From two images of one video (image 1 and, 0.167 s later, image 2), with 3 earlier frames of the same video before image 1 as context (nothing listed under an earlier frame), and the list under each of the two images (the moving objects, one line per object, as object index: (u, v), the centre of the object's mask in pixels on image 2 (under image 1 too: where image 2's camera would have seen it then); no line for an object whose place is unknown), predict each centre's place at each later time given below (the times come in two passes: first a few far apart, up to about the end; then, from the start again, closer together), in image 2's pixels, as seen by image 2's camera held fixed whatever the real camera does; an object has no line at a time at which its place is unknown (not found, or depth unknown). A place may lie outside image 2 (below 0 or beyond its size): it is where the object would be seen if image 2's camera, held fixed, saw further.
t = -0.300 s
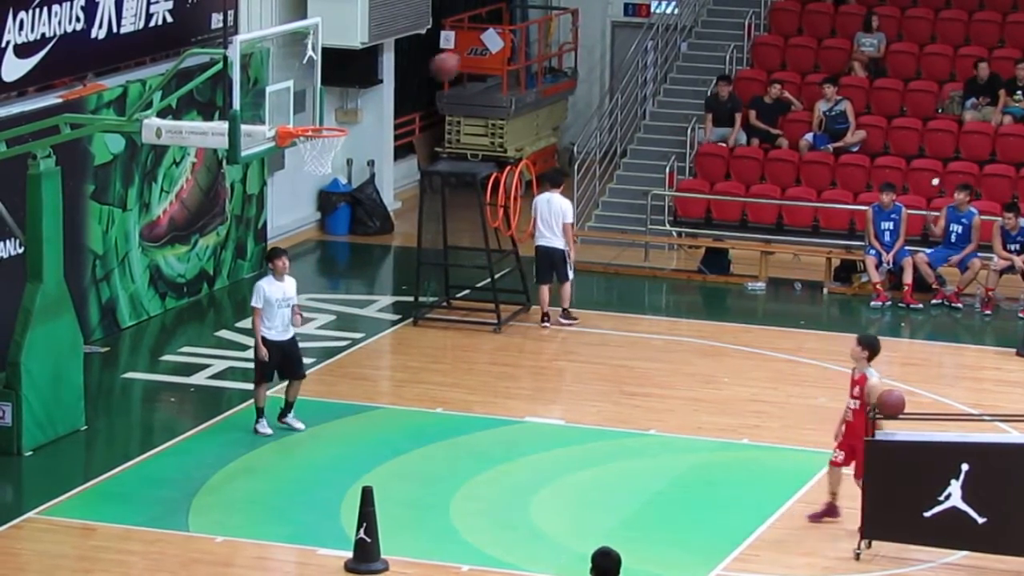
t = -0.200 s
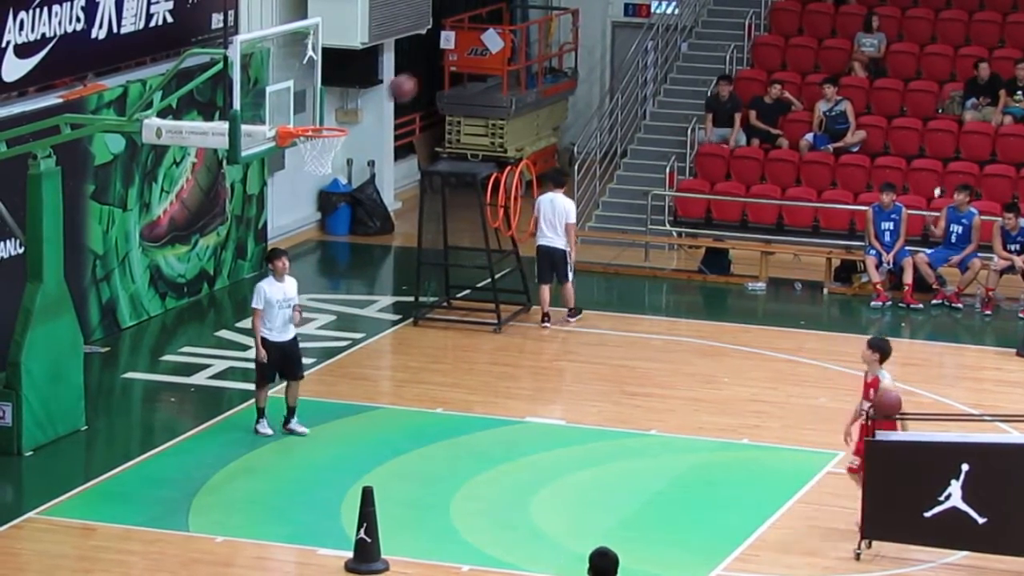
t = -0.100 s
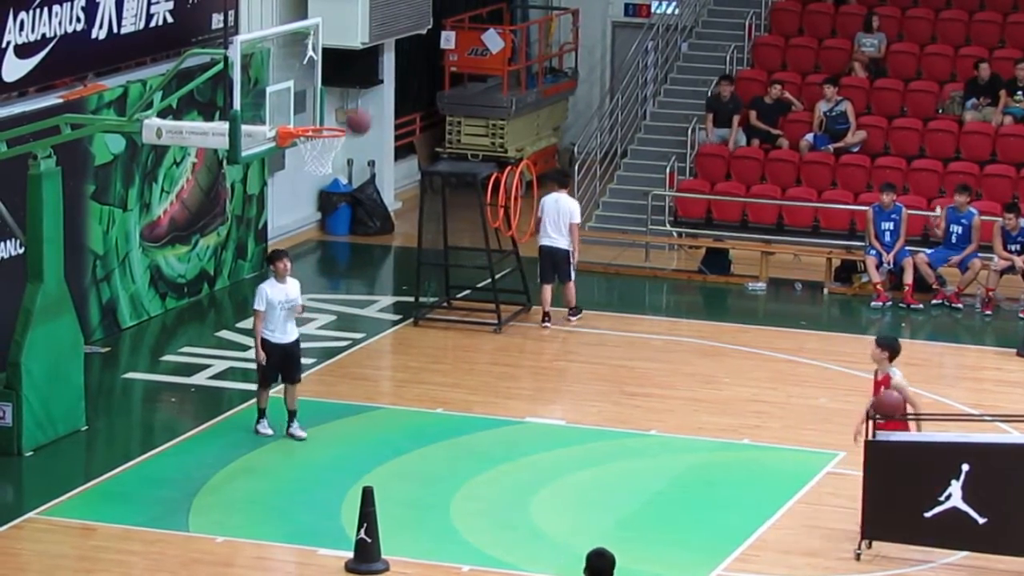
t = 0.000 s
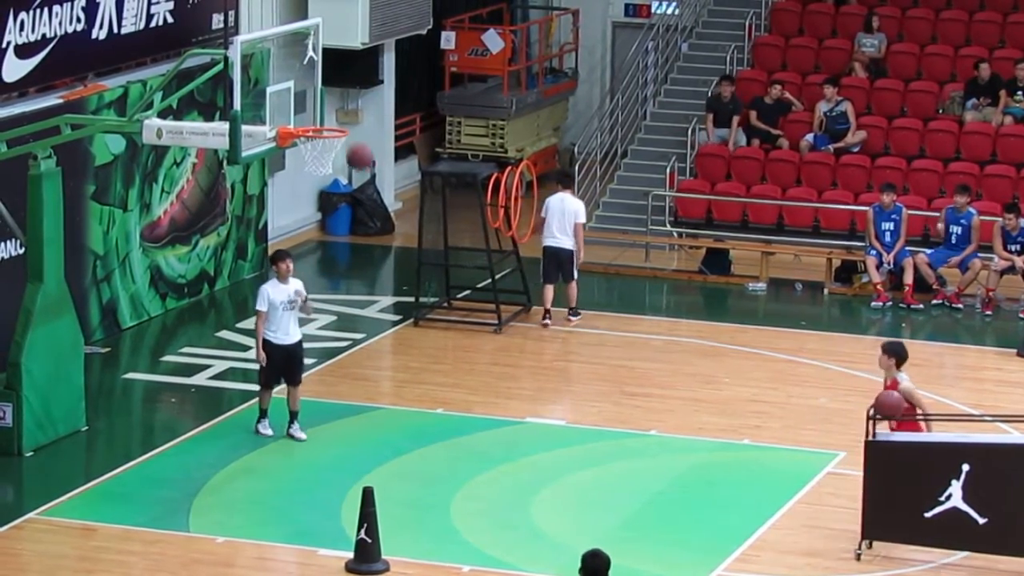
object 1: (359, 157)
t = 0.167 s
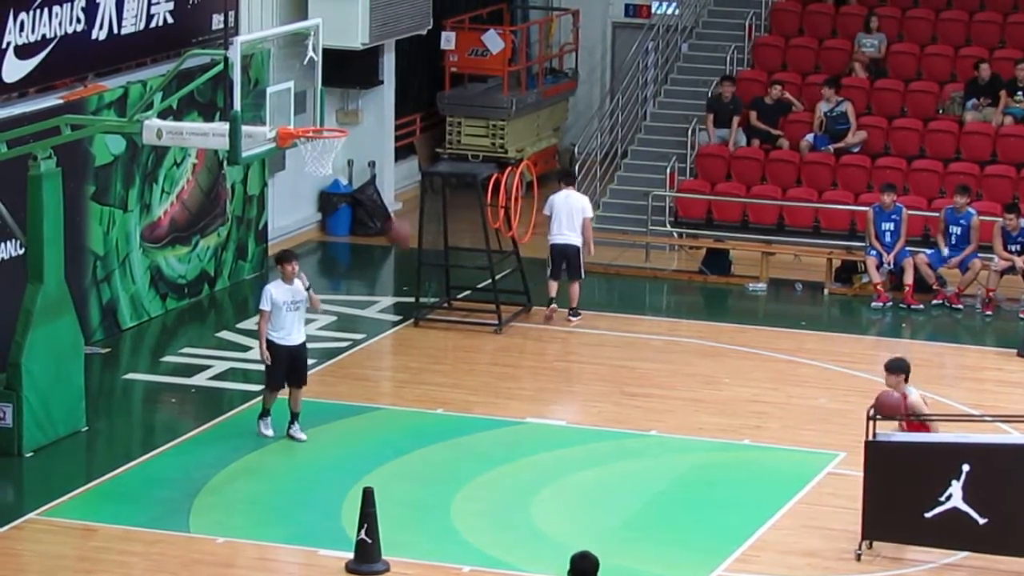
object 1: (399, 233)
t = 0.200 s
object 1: (409, 254)
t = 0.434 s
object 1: (463, 432)
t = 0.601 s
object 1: (501, 495)
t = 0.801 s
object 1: (545, 412)
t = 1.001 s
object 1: (591, 375)
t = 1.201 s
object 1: (637, 385)
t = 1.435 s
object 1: (692, 463)
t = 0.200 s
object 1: (409, 254)
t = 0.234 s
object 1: (417, 274)
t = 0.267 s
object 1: (424, 294)
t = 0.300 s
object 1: (431, 319)
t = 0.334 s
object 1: (439, 348)
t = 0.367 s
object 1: (446, 372)
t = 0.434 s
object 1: (463, 432)
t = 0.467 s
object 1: (471, 462)
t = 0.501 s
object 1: (478, 494)
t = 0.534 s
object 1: (486, 528)
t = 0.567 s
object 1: (494, 513)
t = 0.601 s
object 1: (501, 495)
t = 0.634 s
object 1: (508, 478)
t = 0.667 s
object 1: (516, 463)
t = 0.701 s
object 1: (523, 449)
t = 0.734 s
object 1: (530, 435)
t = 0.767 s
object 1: (538, 423)
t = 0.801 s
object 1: (545, 412)
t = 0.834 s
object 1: (553, 403)
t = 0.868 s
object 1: (560, 395)
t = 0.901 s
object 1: (568, 388)
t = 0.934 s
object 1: (576, 382)
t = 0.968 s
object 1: (583, 378)
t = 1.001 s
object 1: (591, 375)
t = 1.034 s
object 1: (599, 373)
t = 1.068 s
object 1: (607, 373)
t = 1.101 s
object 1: (614, 374)
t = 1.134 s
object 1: (622, 376)
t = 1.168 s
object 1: (630, 380)
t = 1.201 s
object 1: (637, 385)
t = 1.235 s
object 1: (645, 392)
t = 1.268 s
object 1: (653, 400)
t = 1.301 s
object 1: (661, 409)
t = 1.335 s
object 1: (669, 421)
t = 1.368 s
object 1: (676, 432)
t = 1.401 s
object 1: (684, 447)
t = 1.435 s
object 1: (692, 463)
